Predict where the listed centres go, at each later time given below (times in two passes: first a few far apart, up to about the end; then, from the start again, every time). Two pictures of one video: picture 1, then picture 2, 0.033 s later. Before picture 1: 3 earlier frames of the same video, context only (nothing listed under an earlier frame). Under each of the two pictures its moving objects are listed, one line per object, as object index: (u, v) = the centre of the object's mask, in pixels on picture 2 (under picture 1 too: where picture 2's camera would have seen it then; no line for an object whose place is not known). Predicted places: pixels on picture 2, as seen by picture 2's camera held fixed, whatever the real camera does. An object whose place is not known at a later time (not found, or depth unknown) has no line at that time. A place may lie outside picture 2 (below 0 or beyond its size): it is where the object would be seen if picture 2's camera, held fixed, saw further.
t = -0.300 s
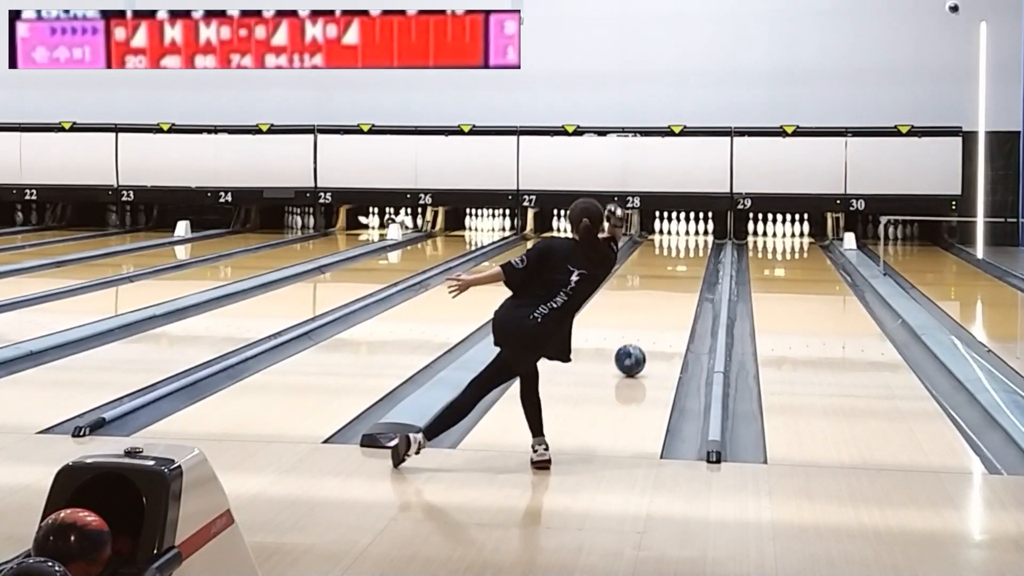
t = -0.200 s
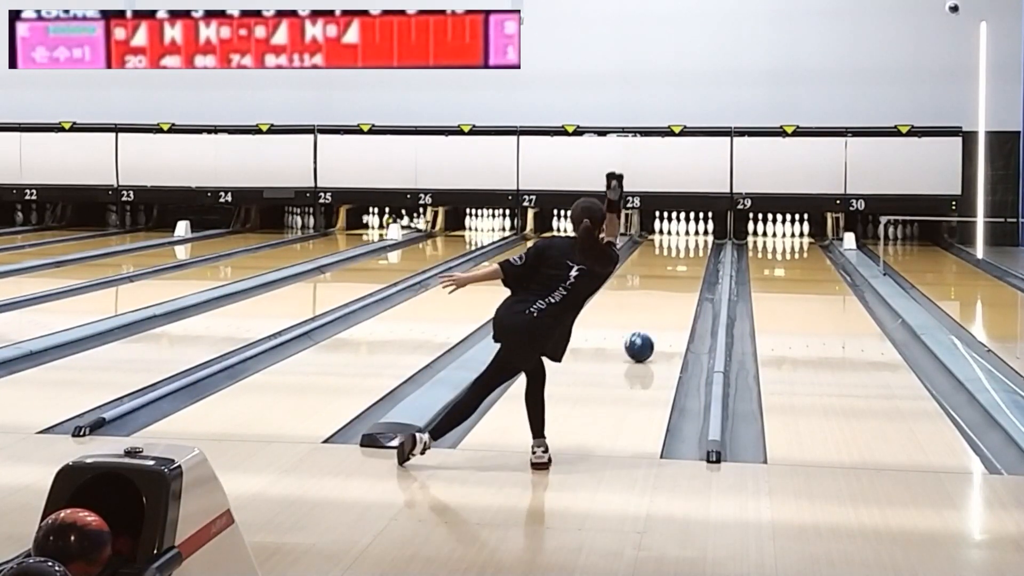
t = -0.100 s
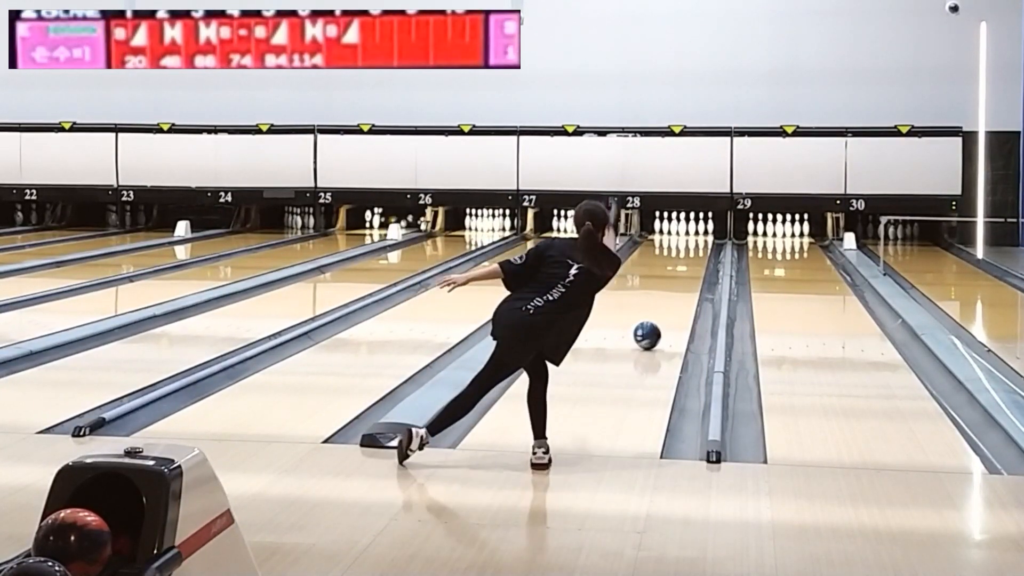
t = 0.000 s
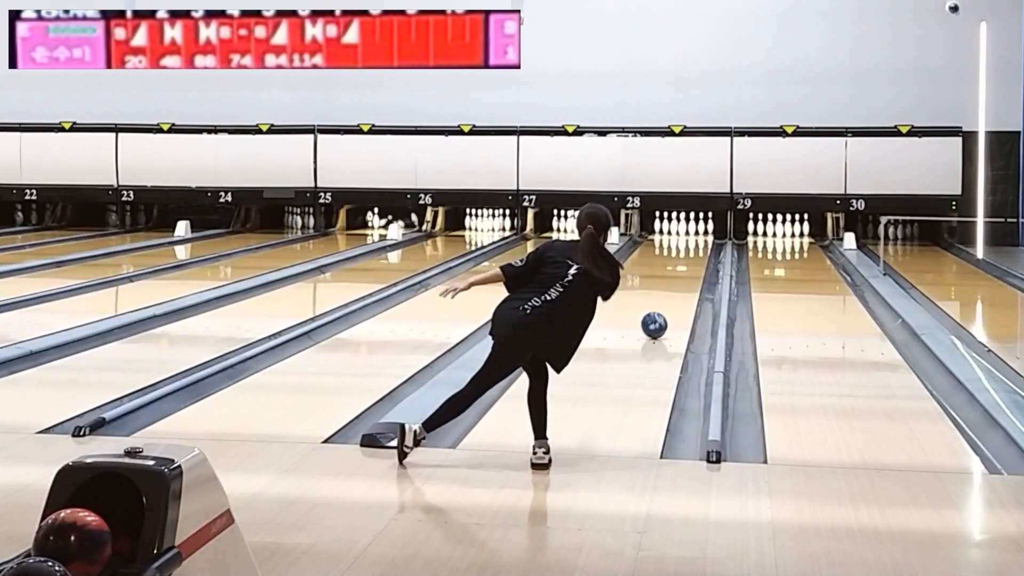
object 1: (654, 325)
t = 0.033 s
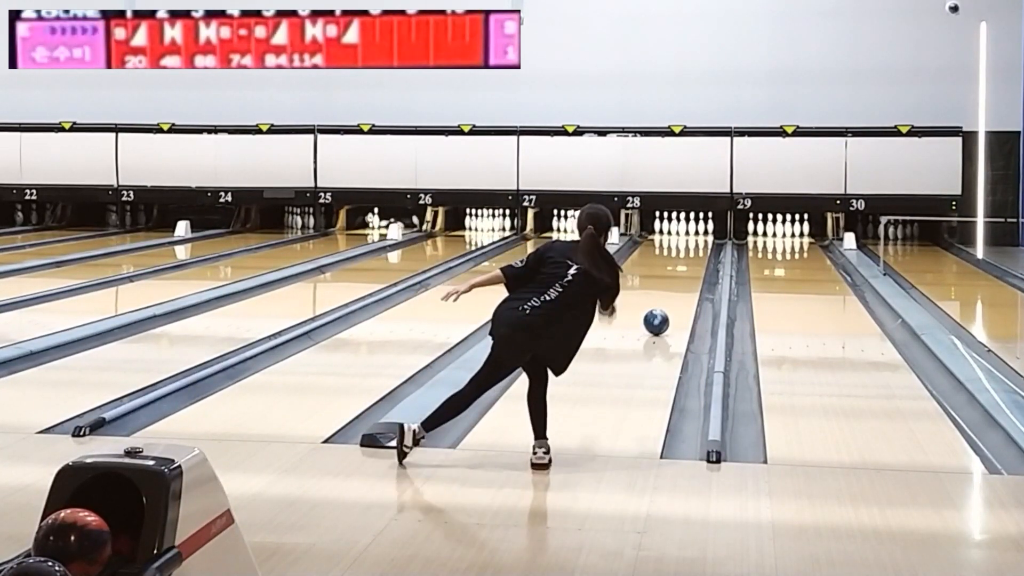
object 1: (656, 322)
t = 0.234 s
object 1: (667, 305)
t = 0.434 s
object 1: (675, 291)
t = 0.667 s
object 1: (683, 278)
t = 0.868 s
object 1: (687, 268)
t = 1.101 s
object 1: (691, 259)
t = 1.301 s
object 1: (692, 252)
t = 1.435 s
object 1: (692, 248)
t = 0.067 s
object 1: (658, 319)
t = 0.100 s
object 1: (660, 316)
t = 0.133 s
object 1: (662, 313)
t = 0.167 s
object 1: (664, 310)
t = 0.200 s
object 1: (665, 308)
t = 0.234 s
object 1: (667, 305)
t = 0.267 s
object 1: (669, 302)
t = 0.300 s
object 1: (670, 300)
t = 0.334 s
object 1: (671, 298)
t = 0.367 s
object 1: (673, 295)
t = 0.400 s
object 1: (674, 293)
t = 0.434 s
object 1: (675, 291)
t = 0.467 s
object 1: (677, 289)
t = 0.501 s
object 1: (678, 287)
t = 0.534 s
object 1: (679, 285)
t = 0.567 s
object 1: (680, 283)
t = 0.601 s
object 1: (681, 281)
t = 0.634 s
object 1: (682, 279)
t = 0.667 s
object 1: (683, 278)
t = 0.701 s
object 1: (683, 276)
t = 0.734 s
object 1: (684, 274)
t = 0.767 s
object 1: (685, 273)
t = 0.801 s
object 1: (686, 271)
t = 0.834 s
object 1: (686, 270)
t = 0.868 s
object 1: (687, 268)
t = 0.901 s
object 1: (687, 267)
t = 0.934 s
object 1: (688, 265)
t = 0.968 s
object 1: (689, 264)
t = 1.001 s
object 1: (689, 262)
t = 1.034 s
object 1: (690, 261)
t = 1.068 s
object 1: (690, 260)
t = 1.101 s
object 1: (691, 259)
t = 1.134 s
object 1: (691, 257)
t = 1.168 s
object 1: (691, 256)
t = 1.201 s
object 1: (691, 255)
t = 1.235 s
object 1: (691, 254)
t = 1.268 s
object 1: (692, 253)
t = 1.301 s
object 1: (692, 252)
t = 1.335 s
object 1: (692, 251)
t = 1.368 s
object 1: (692, 250)
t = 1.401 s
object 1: (692, 249)
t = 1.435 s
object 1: (692, 248)
